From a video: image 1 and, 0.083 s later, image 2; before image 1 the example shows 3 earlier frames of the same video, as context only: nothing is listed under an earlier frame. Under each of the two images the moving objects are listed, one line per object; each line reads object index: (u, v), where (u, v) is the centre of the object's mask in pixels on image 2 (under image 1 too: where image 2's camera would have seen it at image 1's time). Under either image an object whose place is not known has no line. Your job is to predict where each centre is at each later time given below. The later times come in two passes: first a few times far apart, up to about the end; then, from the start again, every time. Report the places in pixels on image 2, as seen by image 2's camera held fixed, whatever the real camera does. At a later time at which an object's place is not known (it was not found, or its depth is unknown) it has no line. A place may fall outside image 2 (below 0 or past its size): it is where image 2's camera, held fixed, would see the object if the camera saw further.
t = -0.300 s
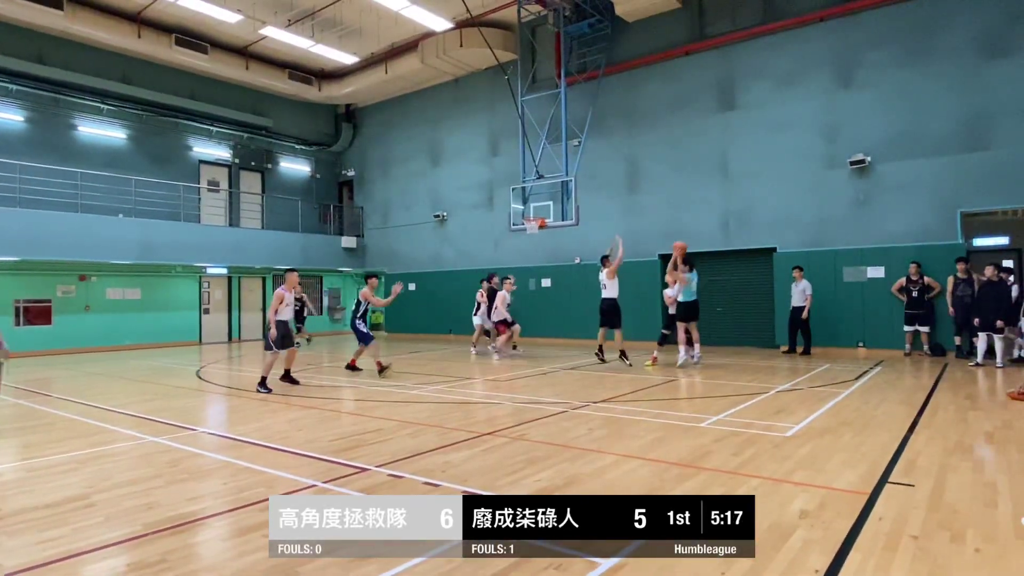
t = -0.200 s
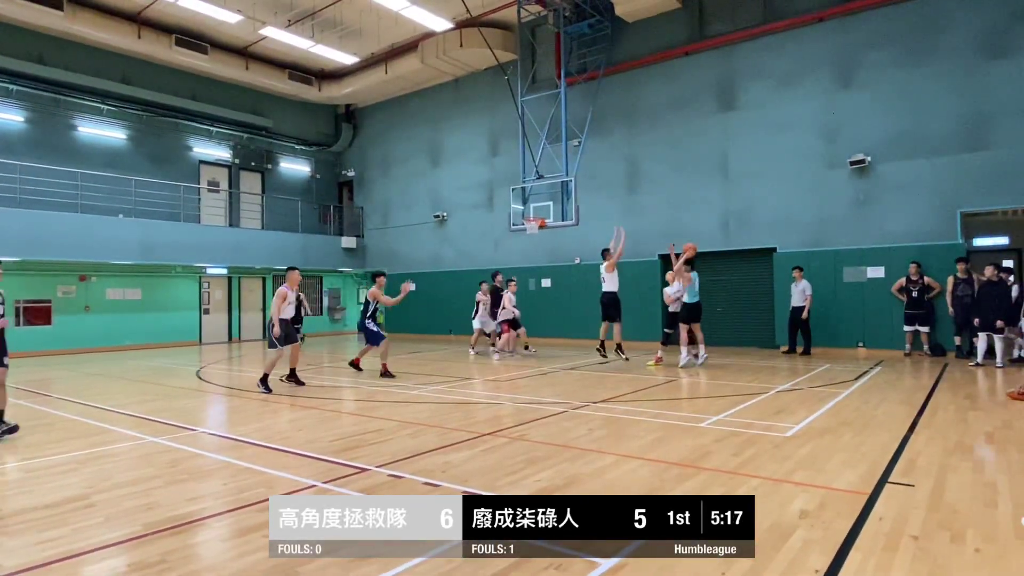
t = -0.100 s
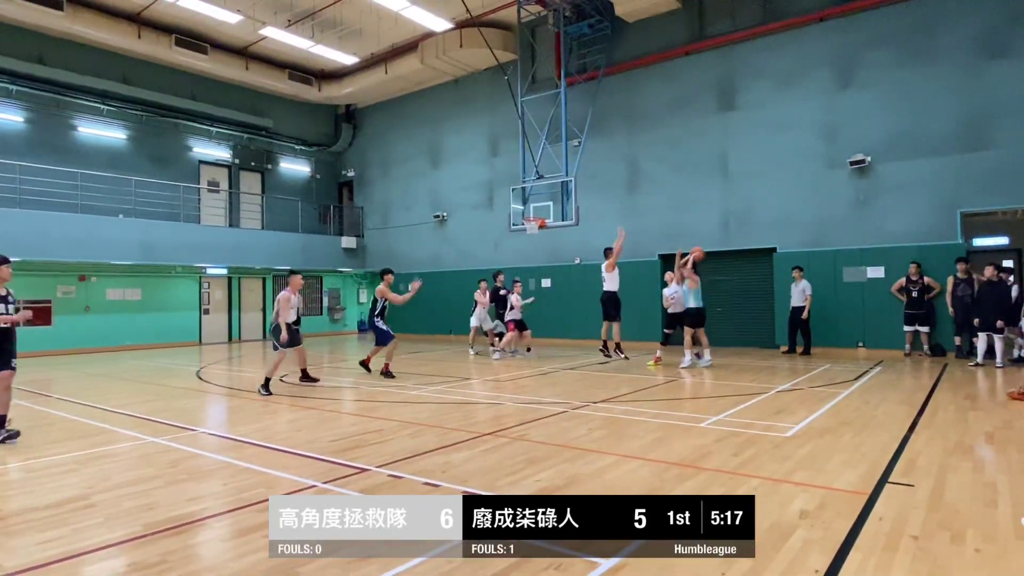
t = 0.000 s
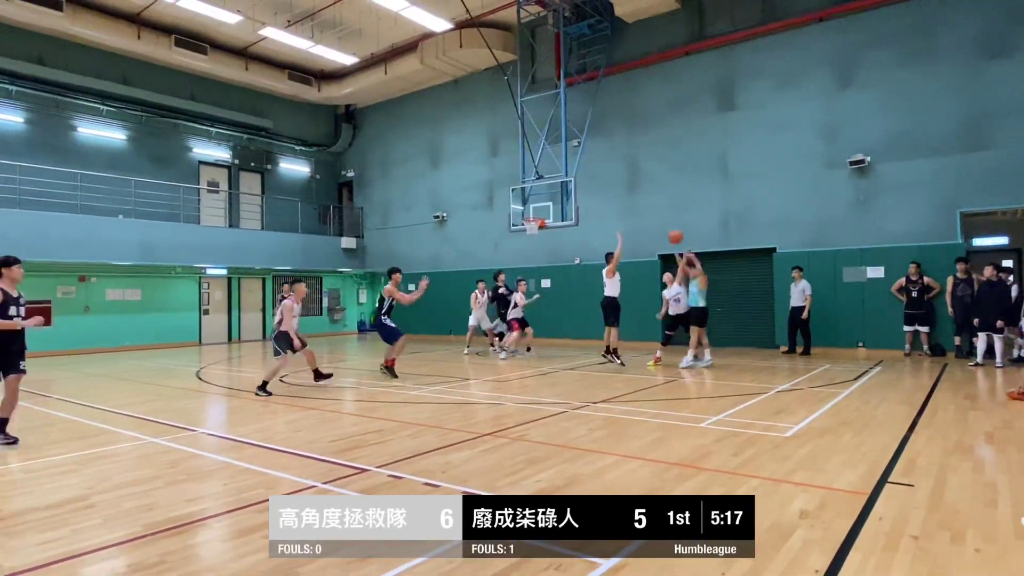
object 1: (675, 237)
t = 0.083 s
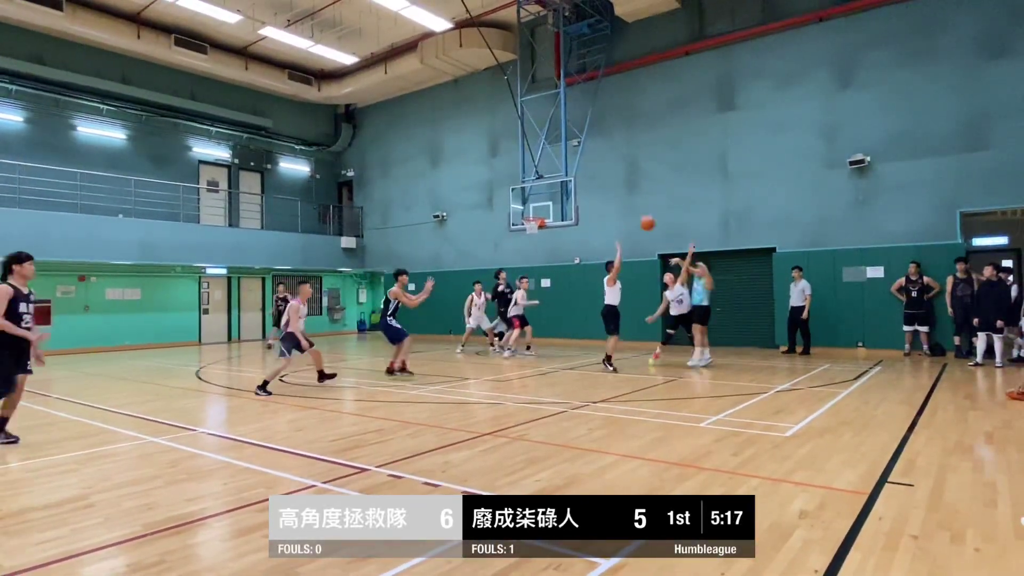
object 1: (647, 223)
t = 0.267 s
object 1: (581, 208)
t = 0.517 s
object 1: (477, 220)
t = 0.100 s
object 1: (642, 221)
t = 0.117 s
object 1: (636, 219)
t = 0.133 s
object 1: (630, 217)
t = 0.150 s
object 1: (624, 215)
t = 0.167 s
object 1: (618, 213)
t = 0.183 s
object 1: (612, 212)
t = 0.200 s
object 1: (606, 211)
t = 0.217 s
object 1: (599, 209)
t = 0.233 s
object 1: (593, 209)
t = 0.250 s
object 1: (587, 208)
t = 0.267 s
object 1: (581, 208)
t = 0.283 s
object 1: (574, 207)
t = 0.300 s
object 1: (567, 207)
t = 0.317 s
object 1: (561, 207)
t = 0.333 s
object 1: (554, 206)
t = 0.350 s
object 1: (548, 206)
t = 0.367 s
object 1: (540, 208)
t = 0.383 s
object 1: (534, 208)
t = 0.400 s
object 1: (527, 209)
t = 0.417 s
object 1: (521, 210)
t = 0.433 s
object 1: (513, 211)
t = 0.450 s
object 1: (506, 212)
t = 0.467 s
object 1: (499, 214)
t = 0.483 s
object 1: (491, 216)
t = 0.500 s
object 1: (484, 218)
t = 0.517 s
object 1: (477, 220)
